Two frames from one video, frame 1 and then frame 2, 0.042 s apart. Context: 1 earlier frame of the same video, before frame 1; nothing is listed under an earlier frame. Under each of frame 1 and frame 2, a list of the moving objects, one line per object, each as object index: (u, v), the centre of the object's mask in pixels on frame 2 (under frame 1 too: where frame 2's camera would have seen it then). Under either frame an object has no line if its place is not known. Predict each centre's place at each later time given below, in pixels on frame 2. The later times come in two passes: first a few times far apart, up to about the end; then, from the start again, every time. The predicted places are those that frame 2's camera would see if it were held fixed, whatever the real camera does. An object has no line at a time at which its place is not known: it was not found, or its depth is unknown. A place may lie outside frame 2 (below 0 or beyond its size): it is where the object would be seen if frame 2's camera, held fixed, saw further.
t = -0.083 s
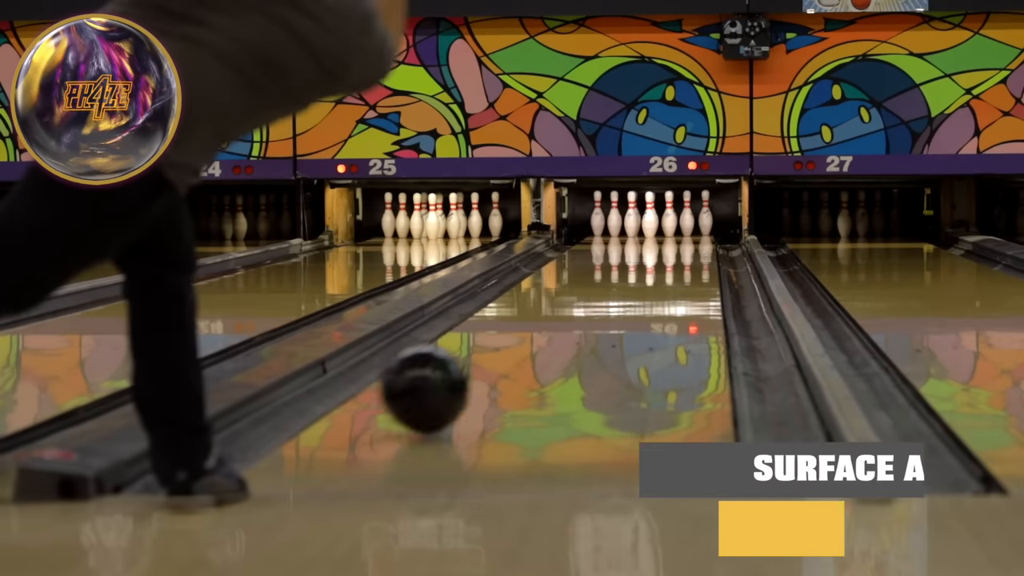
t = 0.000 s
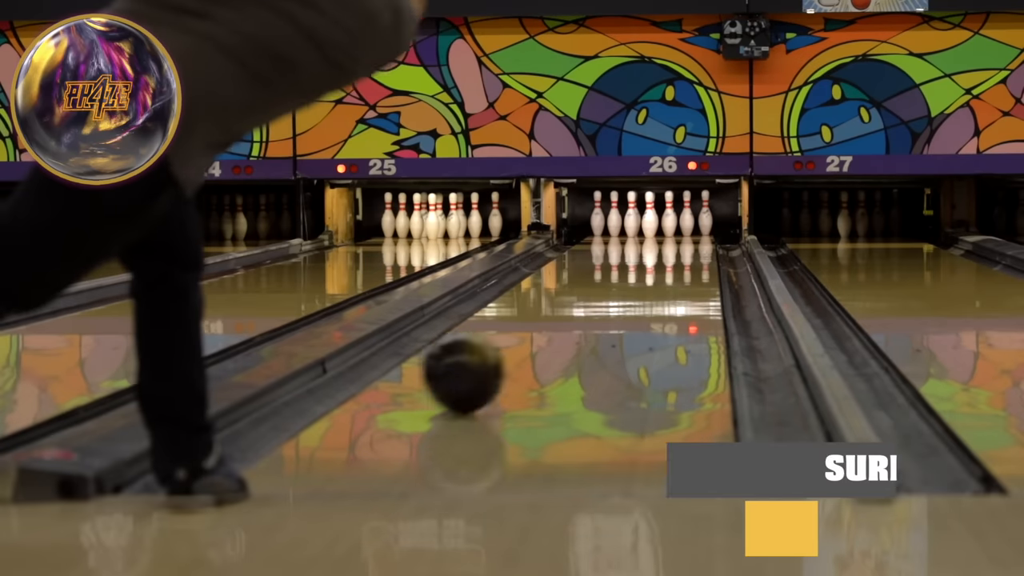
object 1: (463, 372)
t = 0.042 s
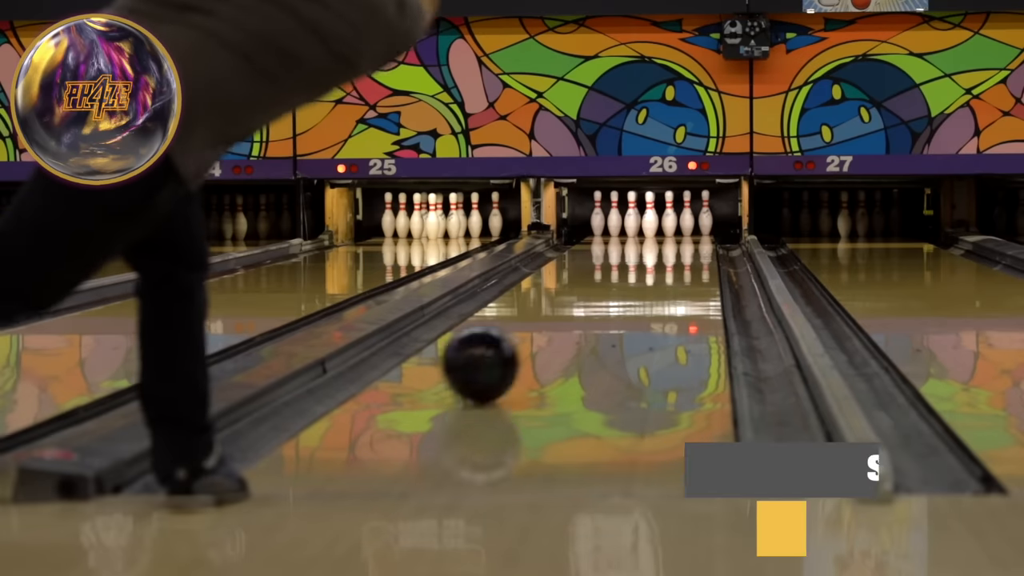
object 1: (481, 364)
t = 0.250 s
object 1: (547, 329)
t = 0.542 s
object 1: (607, 296)
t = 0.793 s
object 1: (640, 276)
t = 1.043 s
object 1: (666, 262)
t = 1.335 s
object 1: (684, 249)
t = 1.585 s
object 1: (690, 240)
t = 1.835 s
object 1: (683, 233)
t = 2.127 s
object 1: (663, 227)
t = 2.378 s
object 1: (650, 224)
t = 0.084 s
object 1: (496, 356)
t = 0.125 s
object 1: (510, 348)
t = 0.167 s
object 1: (523, 341)
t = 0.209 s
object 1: (535, 334)
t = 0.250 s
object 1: (547, 329)
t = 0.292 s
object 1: (557, 323)
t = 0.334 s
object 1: (567, 318)
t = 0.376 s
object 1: (576, 313)
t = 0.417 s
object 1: (585, 309)
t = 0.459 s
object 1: (593, 303)
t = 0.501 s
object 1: (600, 300)
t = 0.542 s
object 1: (607, 296)
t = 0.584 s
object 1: (614, 292)
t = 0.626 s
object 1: (620, 289)
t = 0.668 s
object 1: (626, 285)
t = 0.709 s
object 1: (632, 283)
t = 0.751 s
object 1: (637, 279)
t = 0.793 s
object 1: (640, 276)
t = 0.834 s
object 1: (646, 274)
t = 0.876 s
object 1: (651, 271)
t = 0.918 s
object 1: (655, 269)
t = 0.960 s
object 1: (659, 266)
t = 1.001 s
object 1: (662, 264)
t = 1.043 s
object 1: (666, 262)
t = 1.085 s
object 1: (669, 260)
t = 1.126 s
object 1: (672, 258)
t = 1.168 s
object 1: (675, 256)
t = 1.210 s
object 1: (677, 254)
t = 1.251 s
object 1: (679, 252)
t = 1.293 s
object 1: (682, 251)
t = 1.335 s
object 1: (684, 249)
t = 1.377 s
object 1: (685, 247)
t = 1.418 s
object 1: (687, 246)
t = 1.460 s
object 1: (688, 244)
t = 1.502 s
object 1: (689, 243)
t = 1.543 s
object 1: (690, 242)
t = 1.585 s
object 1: (690, 240)
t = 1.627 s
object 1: (690, 239)
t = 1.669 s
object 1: (689, 238)
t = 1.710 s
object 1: (688, 237)
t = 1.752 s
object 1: (687, 235)
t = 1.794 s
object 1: (685, 234)
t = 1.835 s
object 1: (683, 233)
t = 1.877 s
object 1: (681, 232)
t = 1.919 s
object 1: (678, 231)
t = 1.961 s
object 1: (675, 230)
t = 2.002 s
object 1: (673, 229)
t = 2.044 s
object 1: (669, 229)
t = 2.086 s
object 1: (666, 228)
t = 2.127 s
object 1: (663, 227)
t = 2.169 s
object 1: (660, 226)
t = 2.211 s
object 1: (657, 225)
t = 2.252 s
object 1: (656, 225)
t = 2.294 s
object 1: (655, 224)
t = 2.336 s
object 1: (653, 224)
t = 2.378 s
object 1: (650, 224)
